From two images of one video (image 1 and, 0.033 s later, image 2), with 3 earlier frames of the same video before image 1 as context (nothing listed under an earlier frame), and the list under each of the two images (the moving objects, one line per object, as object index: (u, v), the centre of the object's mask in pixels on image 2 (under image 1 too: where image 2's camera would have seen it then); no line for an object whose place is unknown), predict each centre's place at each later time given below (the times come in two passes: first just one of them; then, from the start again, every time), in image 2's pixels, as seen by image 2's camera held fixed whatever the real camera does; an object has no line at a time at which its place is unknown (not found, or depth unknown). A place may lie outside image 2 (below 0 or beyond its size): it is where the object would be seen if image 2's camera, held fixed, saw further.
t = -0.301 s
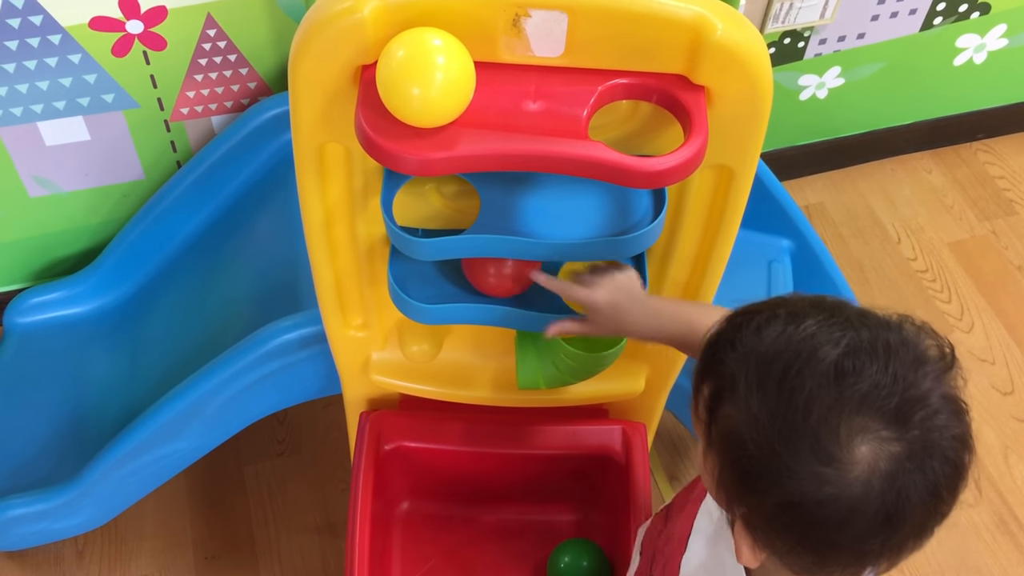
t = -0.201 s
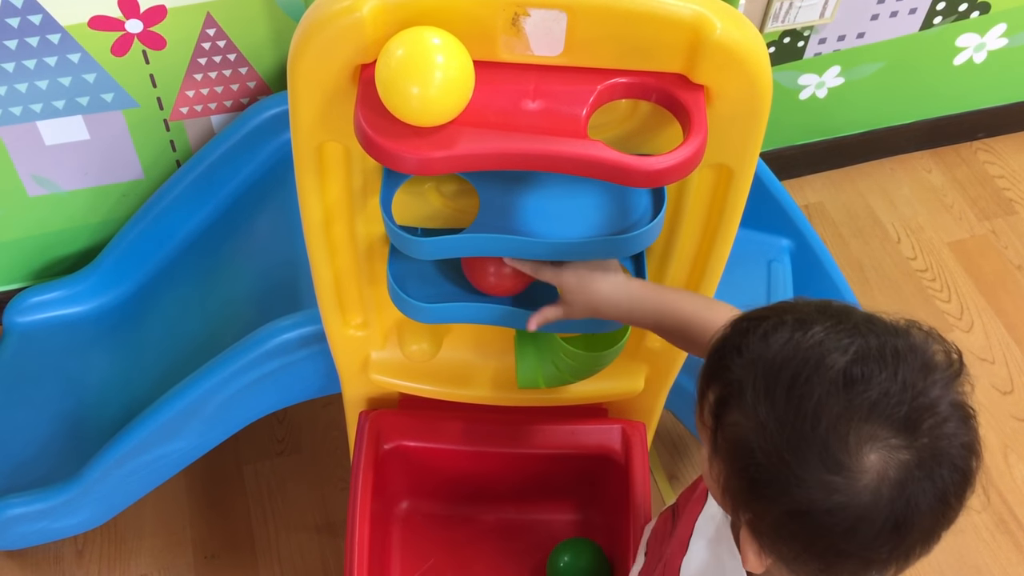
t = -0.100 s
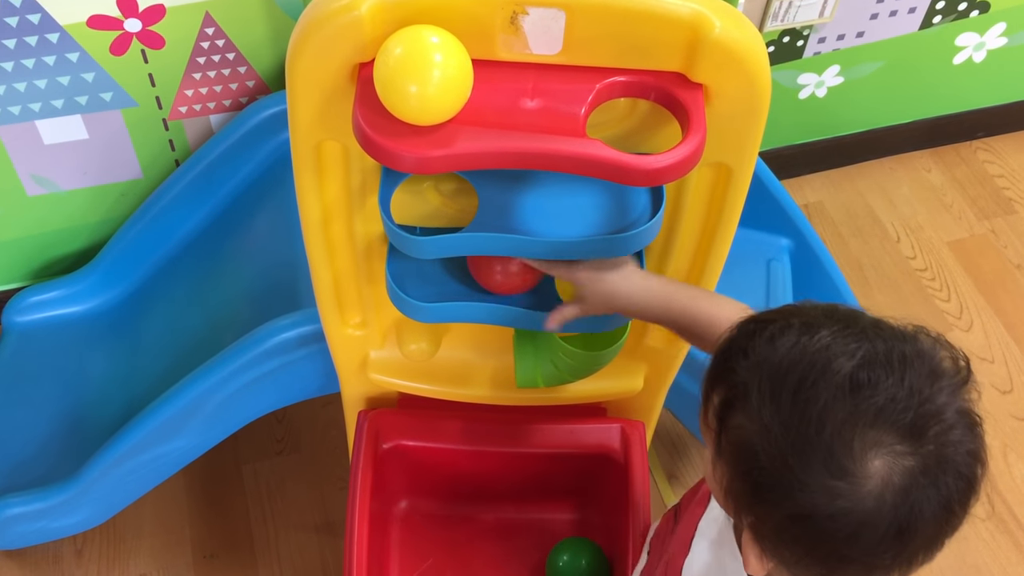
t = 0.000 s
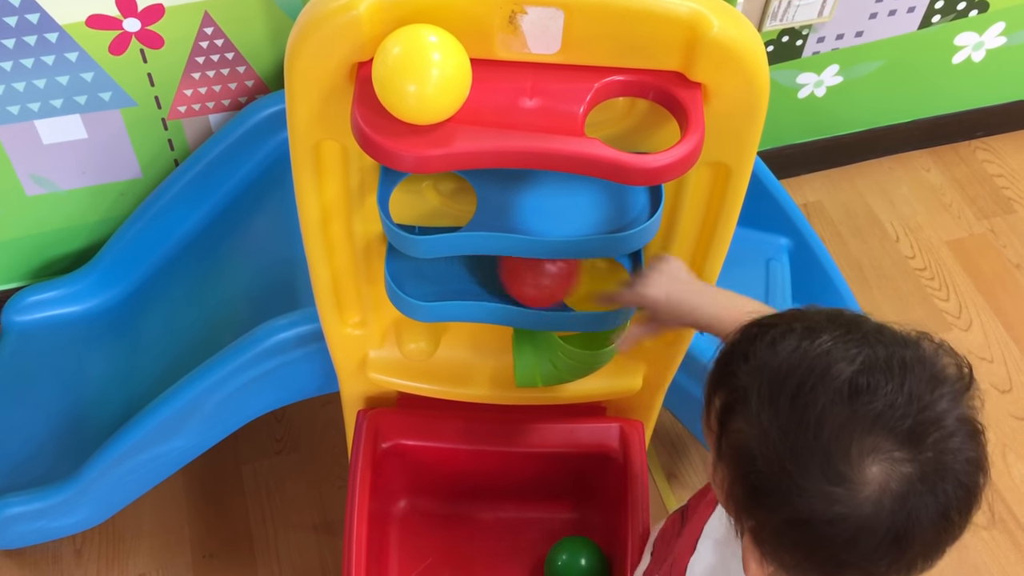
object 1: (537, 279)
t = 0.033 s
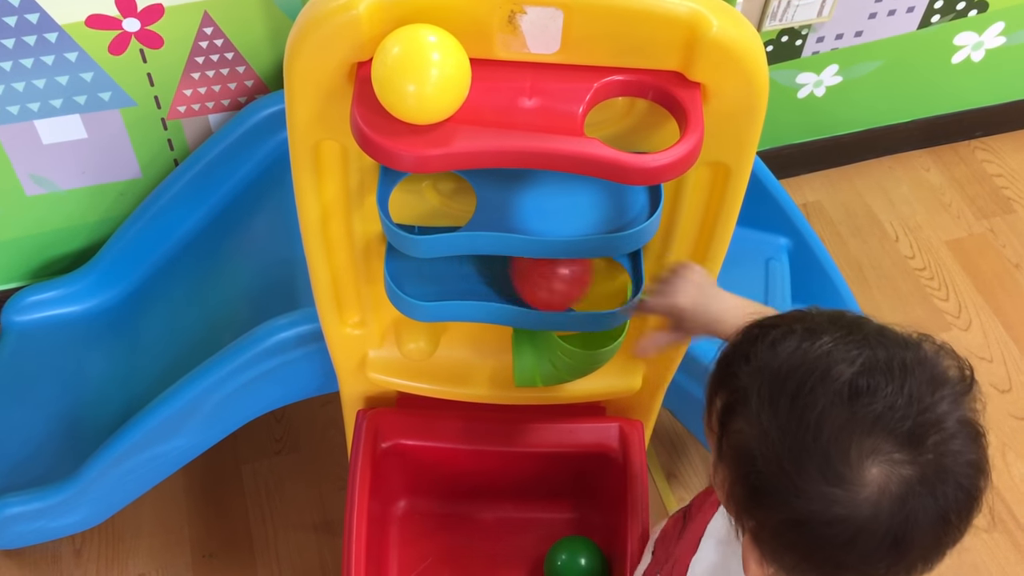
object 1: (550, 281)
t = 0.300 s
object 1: (592, 283)
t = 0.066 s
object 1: (562, 282)
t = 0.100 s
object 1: (574, 281)
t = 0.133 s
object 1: (588, 281)
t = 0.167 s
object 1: (598, 281)
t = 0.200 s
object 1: (595, 282)
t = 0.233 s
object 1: (594, 282)
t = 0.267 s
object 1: (594, 283)
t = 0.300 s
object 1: (592, 283)
